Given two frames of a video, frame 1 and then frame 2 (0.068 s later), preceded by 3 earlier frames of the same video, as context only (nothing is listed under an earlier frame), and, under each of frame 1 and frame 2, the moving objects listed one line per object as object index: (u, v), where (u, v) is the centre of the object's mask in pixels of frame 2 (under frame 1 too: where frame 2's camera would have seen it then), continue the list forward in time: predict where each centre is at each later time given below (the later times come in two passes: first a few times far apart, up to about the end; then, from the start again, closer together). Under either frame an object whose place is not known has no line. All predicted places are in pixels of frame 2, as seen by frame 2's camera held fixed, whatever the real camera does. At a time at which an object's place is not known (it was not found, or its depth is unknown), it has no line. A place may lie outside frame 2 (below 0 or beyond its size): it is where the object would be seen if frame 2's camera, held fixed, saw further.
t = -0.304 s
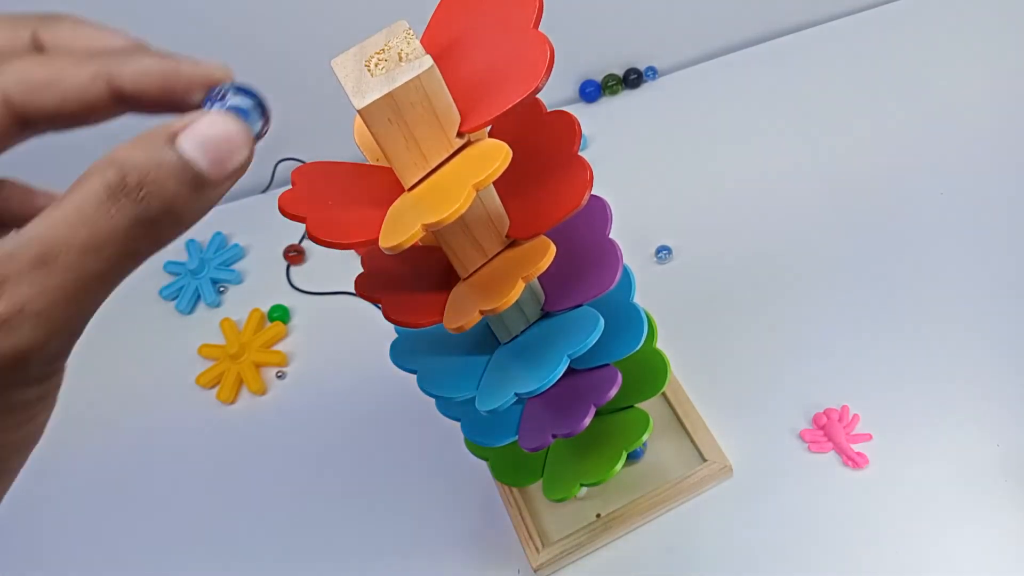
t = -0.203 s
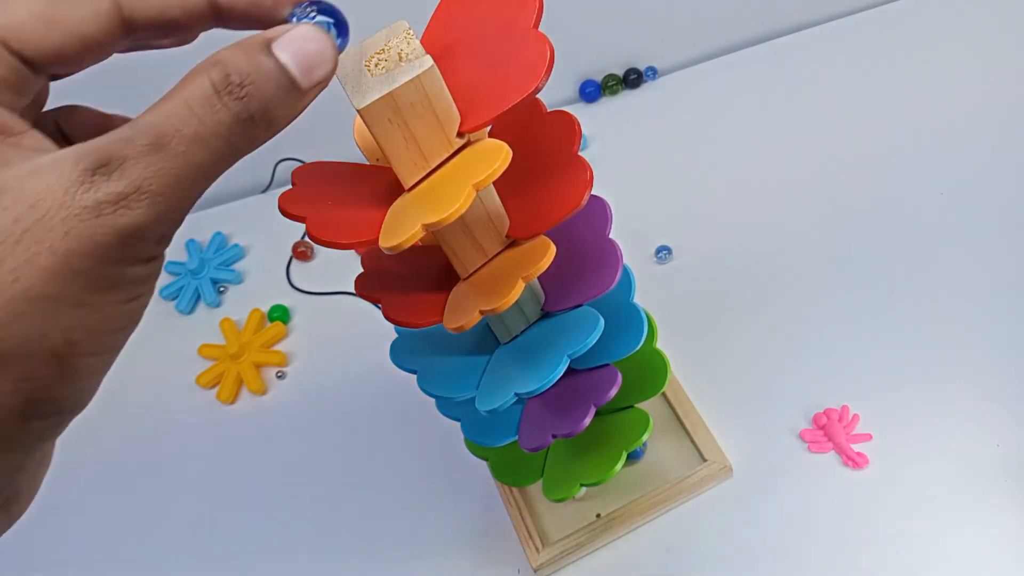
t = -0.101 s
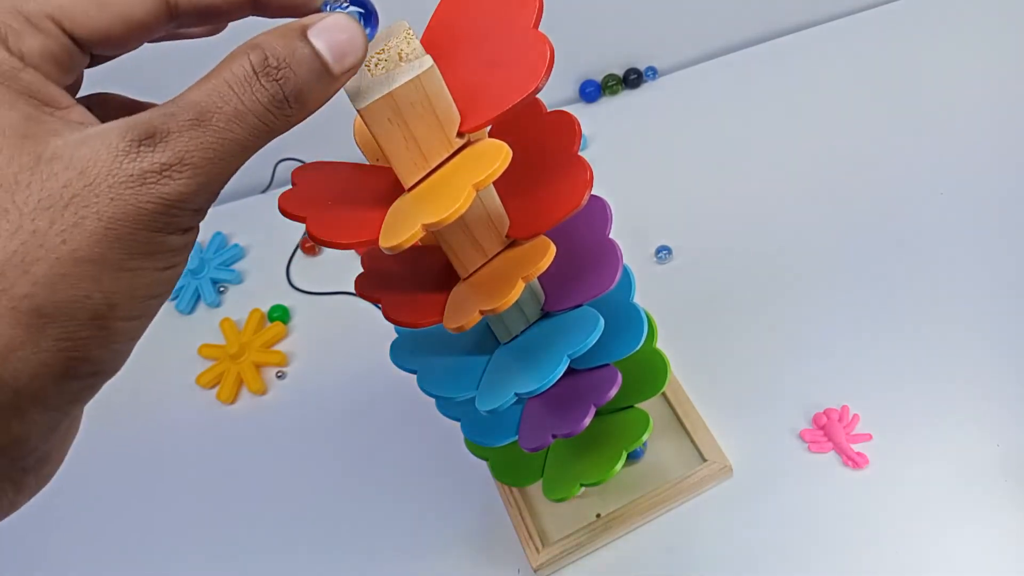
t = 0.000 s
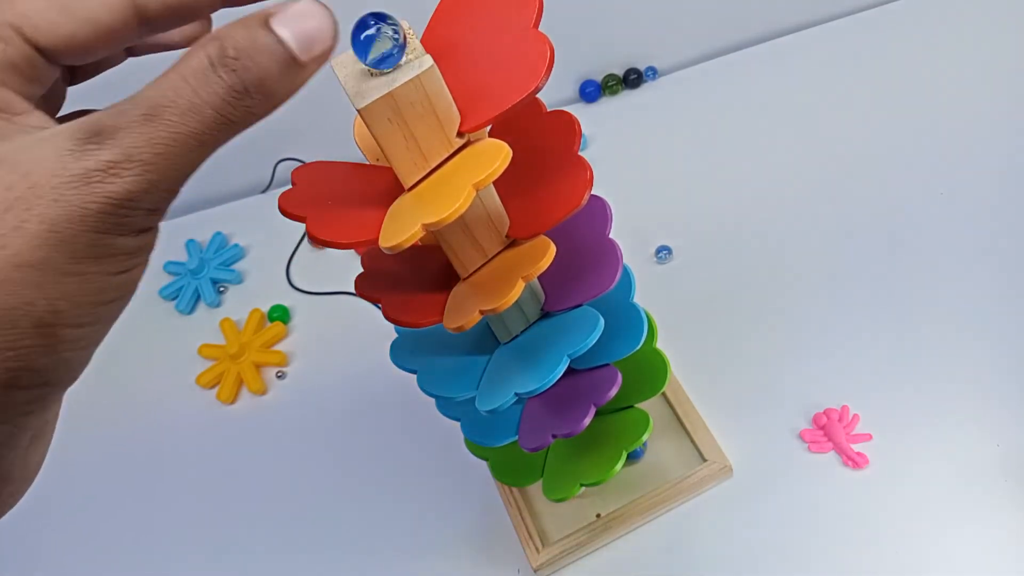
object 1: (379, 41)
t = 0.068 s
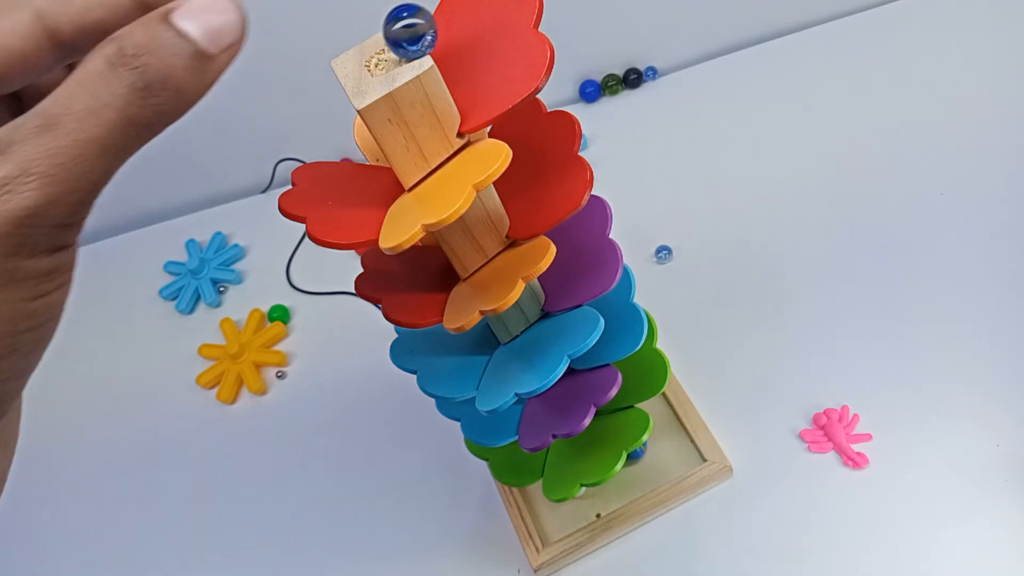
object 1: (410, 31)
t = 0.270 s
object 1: (474, 81)
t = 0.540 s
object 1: (350, 198)
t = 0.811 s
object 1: (510, 123)
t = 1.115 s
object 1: (404, 291)
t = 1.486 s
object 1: (562, 234)
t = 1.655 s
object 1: (528, 326)
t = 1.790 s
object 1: (460, 348)
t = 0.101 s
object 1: (431, 25)
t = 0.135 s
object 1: (461, 39)
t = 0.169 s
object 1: (464, 45)
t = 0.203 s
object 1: (463, 61)
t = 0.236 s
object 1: (468, 70)
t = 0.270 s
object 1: (474, 81)
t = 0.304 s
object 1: (477, 99)
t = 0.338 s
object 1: (473, 128)
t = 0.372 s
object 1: (455, 143)
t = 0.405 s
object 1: (436, 157)
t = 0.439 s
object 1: (416, 171)
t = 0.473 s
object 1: (396, 186)
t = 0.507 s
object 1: (373, 200)
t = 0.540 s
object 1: (350, 198)
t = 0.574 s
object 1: (340, 187)
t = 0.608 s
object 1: (342, 173)
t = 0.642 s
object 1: (354, 158)
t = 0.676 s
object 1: (363, 141)
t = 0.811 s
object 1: (510, 123)
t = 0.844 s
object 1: (526, 126)
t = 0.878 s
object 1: (536, 148)
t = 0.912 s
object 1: (540, 184)
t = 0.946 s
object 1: (535, 225)
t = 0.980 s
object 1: (510, 238)
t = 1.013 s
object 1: (488, 262)
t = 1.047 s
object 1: (457, 279)
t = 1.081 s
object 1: (426, 297)
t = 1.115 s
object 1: (404, 291)
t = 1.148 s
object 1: (393, 280)
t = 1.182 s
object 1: (392, 269)
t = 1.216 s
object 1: (404, 258)
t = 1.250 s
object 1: (424, 243)
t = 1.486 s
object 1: (562, 234)
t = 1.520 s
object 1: (556, 268)
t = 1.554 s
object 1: (560, 279)
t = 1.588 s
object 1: (560, 303)
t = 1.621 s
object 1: (548, 316)
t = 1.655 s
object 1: (528, 326)
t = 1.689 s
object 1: (511, 338)
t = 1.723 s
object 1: (495, 349)
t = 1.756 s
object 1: (476, 357)
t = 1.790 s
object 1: (460, 348)
